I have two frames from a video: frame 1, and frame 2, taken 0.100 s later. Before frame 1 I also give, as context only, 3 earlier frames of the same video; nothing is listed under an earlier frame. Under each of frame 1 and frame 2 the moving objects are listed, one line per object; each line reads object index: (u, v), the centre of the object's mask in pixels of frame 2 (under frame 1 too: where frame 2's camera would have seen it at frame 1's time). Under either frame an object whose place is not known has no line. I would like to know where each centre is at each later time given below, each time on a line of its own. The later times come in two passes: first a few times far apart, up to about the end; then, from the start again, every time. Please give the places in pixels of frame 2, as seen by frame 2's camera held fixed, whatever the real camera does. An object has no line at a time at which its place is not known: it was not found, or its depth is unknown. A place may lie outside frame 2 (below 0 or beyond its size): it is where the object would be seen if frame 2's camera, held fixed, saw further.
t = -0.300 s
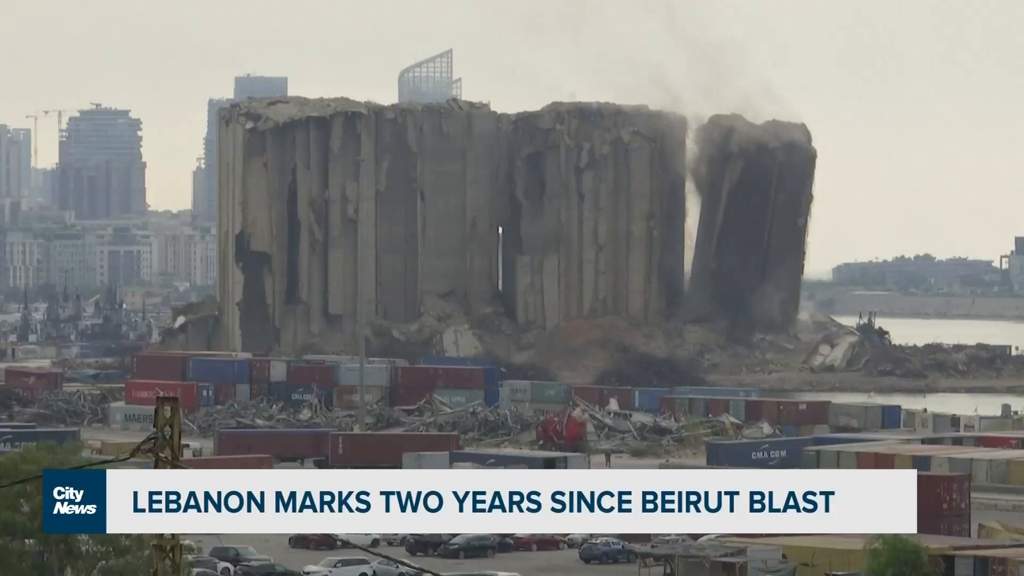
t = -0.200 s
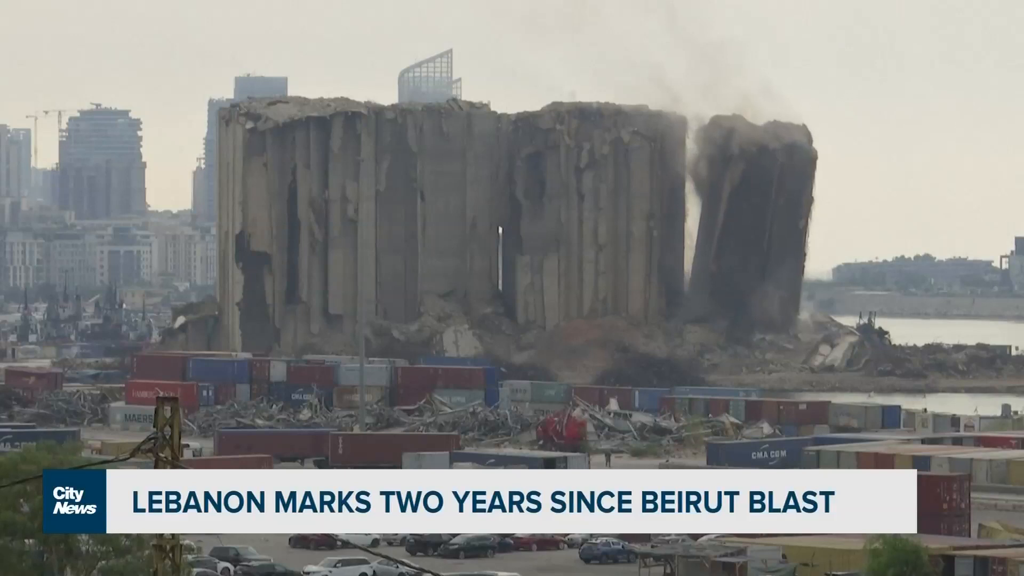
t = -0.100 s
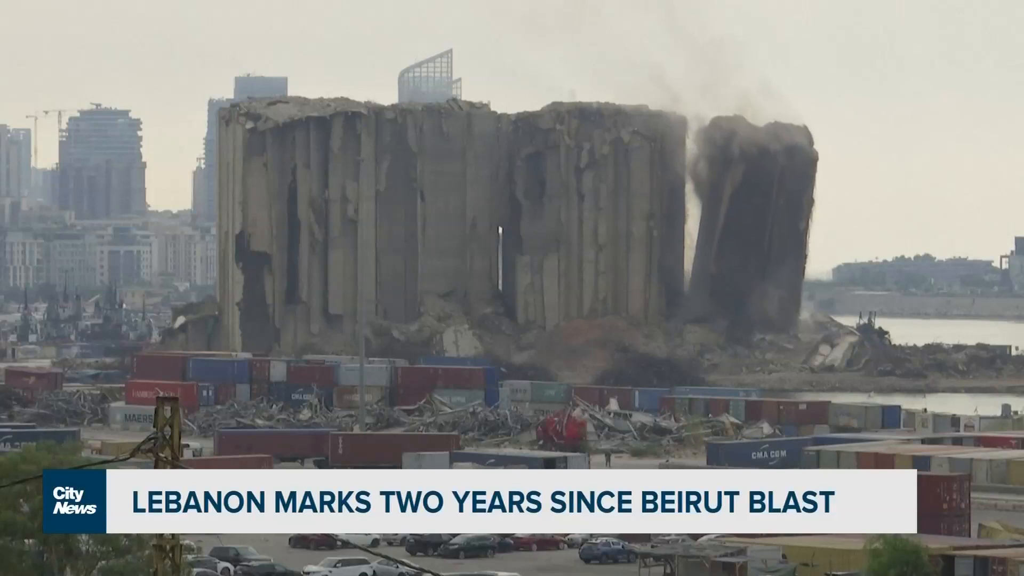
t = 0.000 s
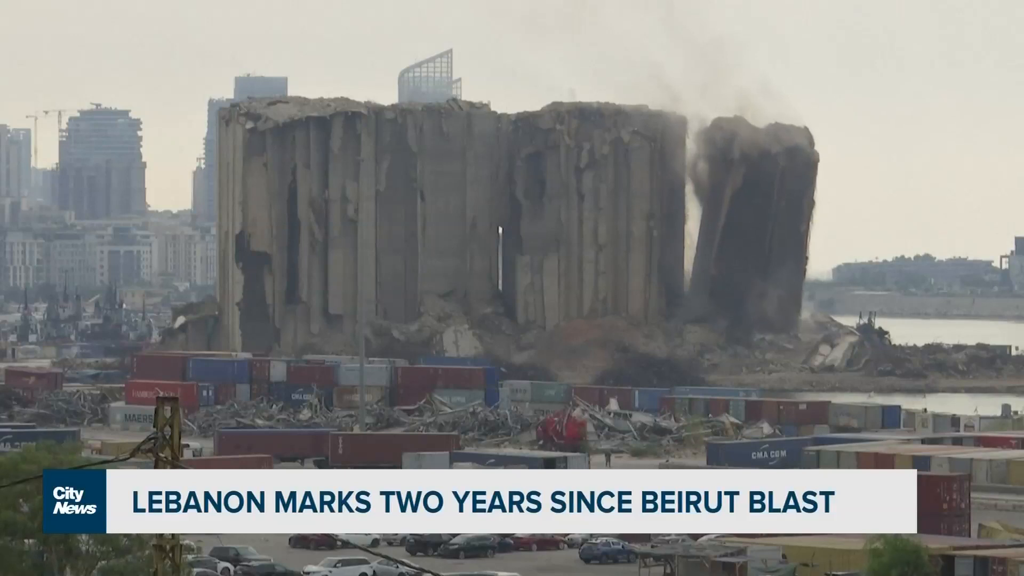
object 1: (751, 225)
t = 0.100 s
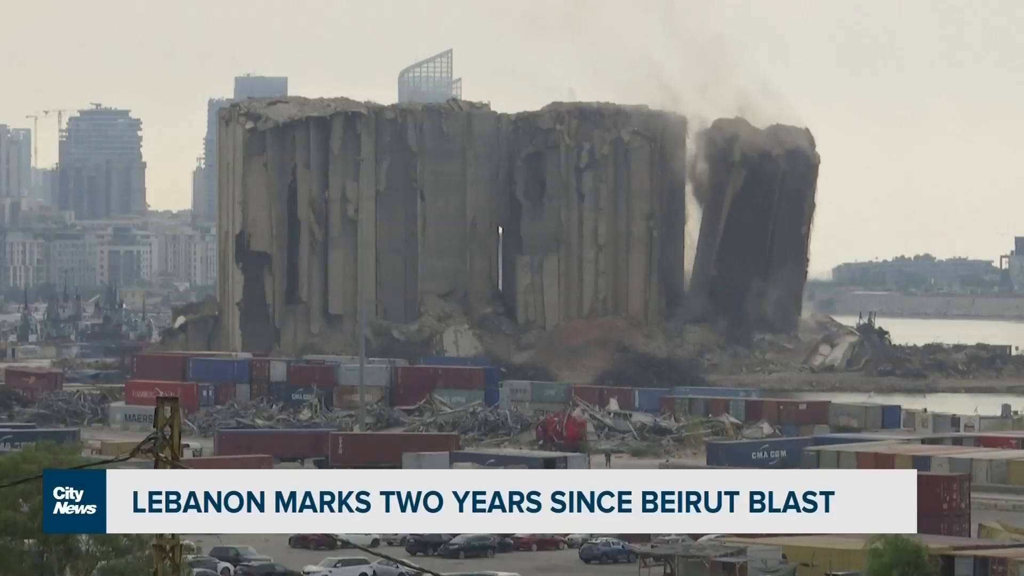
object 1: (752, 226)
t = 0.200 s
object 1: (752, 227)
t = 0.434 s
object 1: (753, 228)
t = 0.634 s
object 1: (753, 230)
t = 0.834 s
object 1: (755, 232)
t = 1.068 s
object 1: (755, 234)
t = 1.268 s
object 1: (756, 237)
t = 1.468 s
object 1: (756, 240)
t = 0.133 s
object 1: (752, 226)
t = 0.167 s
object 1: (752, 226)
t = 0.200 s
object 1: (752, 227)
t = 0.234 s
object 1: (752, 227)
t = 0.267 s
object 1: (752, 227)
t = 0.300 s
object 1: (752, 227)
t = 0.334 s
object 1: (753, 227)
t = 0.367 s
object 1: (753, 228)
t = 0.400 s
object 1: (753, 228)
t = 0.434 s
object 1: (753, 228)
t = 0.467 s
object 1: (753, 229)
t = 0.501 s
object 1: (754, 229)
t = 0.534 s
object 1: (753, 229)
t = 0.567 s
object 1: (753, 230)
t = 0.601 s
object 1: (753, 230)
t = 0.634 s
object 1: (753, 230)
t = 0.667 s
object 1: (754, 231)
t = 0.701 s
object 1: (754, 231)
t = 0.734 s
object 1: (754, 231)
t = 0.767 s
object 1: (754, 231)
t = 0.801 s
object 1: (755, 232)
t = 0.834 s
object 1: (755, 232)
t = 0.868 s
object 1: (755, 232)
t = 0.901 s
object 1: (755, 233)
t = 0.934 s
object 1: (756, 233)
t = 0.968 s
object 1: (756, 233)
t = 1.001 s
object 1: (755, 234)
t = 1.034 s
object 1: (755, 234)
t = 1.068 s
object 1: (755, 234)
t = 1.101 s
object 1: (755, 235)
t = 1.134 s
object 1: (763, 239)
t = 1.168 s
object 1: (755, 235)
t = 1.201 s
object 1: (755, 236)
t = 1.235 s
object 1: (756, 237)
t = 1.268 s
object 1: (756, 237)
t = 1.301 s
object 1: (756, 238)
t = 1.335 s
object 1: (756, 238)
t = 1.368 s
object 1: (756, 239)
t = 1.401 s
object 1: (756, 240)
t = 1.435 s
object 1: (756, 240)
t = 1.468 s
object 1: (756, 240)
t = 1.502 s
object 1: (756, 240)
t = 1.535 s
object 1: (756, 237)
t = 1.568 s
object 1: (757, 240)
